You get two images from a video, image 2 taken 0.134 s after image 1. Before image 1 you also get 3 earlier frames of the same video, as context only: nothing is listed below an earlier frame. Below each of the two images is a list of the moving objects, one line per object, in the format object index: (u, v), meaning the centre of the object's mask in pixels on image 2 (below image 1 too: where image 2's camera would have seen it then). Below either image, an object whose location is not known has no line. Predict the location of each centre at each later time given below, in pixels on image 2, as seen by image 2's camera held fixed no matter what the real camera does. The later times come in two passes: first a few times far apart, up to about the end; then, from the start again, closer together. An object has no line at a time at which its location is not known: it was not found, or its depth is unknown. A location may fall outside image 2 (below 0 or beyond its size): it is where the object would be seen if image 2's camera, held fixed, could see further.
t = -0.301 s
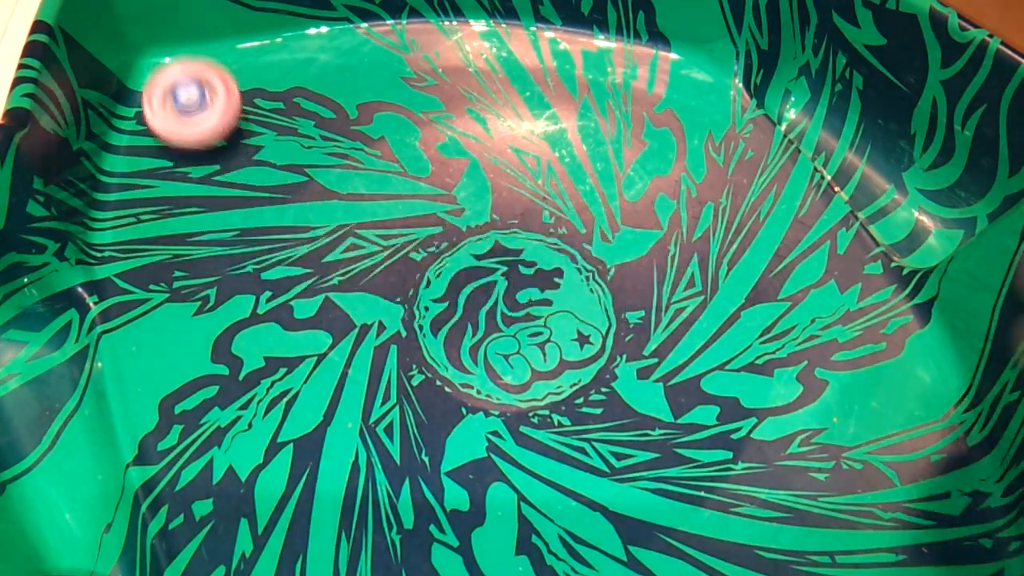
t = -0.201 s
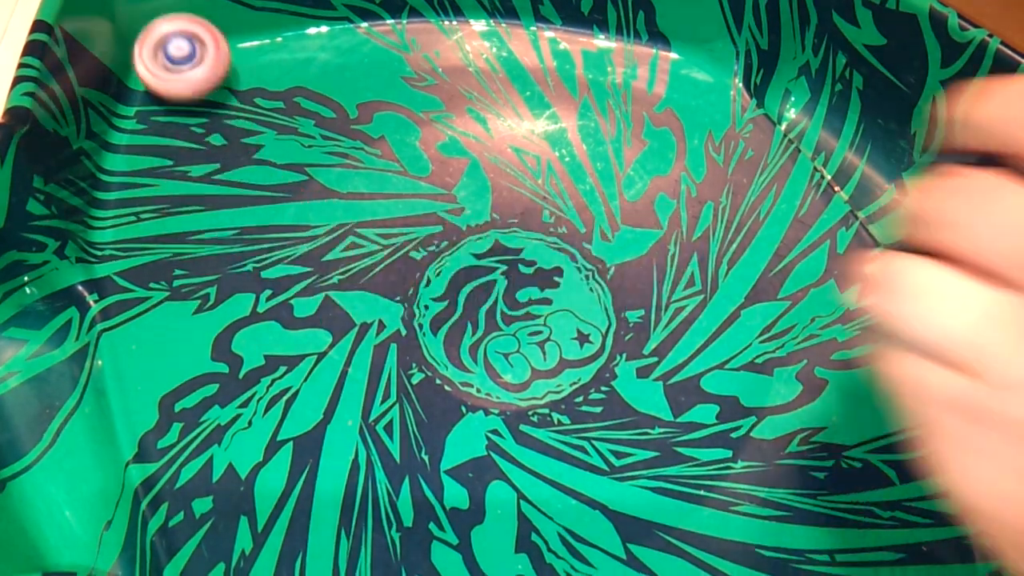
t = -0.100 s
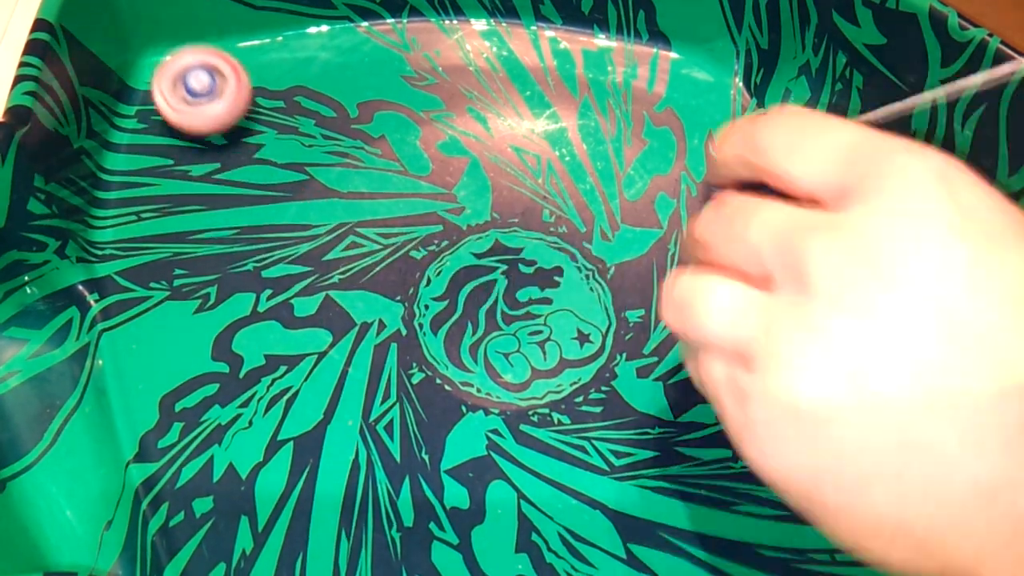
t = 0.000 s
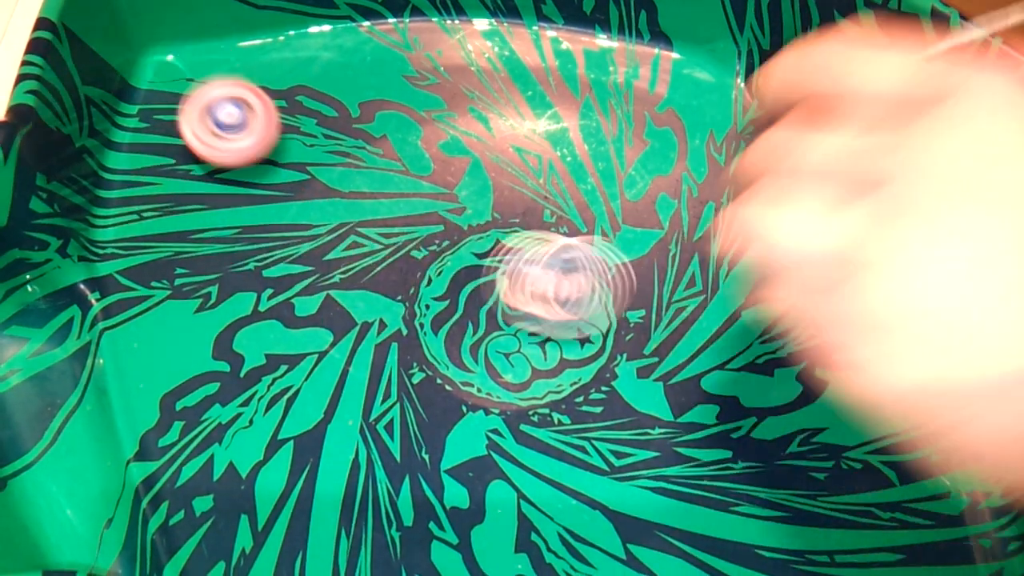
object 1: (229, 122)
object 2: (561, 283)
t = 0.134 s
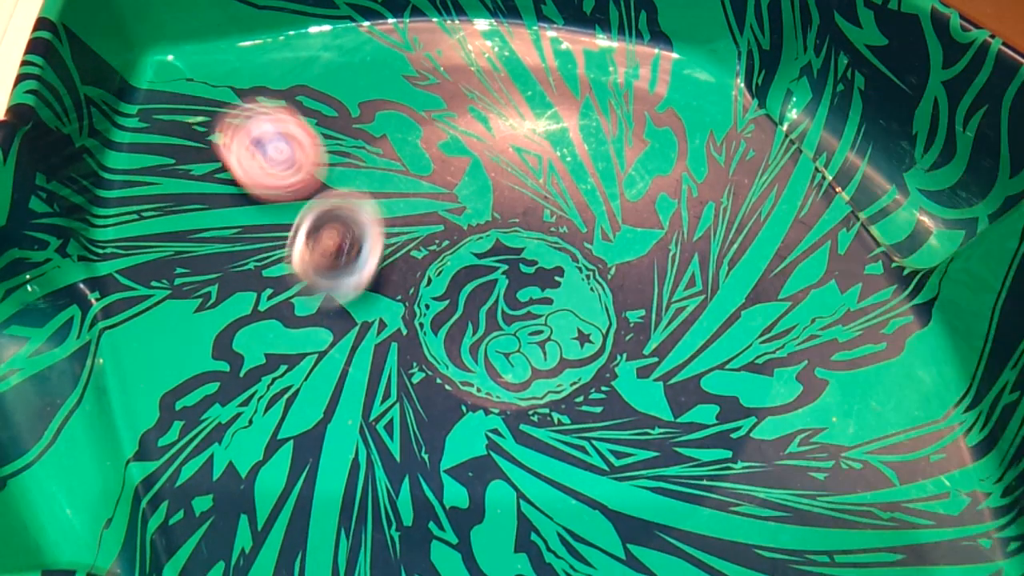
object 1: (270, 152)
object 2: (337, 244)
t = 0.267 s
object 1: (170, 69)
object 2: (338, 361)
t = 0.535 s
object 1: (227, 169)
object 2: (502, 351)
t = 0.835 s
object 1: (580, 283)
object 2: (573, 141)
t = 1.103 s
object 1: (774, 522)
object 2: (555, 44)
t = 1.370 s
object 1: (497, 535)
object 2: (523, 141)
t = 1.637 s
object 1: (293, 238)
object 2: (429, 323)
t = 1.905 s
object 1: (608, 89)
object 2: (315, 328)
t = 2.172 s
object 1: (783, 153)
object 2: (396, 151)
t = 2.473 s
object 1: (697, 269)
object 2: (324, 54)
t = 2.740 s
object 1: (559, 512)
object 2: (148, 182)
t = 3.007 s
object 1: (239, 327)
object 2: (337, 215)
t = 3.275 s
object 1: (353, 226)
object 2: (588, 172)
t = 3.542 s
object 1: (670, 212)
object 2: (574, 415)
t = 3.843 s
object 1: (712, 537)
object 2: (224, 517)
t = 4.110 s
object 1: (283, 471)
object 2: (288, 280)
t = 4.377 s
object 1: (347, 126)
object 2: (570, 239)
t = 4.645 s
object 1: (697, 73)
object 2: (743, 428)
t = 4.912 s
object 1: (896, 195)
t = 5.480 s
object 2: (508, 181)
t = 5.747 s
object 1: (338, 149)
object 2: (755, 179)
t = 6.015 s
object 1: (614, 112)
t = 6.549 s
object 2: (345, 157)
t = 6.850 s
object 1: (224, 272)
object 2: (517, 53)
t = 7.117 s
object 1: (442, 103)
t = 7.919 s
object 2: (285, 144)
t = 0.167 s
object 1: (239, 112)
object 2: (329, 275)
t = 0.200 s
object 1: (209, 78)
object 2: (327, 304)
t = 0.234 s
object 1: (182, 56)
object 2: (329, 335)
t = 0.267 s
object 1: (170, 69)
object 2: (338, 361)
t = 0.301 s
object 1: (165, 85)
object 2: (352, 380)
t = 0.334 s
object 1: (167, 102)
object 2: (369, 393)
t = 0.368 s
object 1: (170, 116)
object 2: (391, 400)
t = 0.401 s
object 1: (176, 129)
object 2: (413, 401)
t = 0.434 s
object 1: (185, 141)
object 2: (437, 395)
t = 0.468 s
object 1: (196, 153)
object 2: (459, 385)
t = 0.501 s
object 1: (210, 162)
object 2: (482, 370)
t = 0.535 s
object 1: (227, 169)
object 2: (502, 351)
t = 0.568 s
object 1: (249, 175)
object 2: (522, 331)
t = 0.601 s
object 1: (273, 181)
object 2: (538, 309)
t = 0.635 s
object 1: (304, 189)
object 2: (550, 288)
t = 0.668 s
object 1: (343, 198)
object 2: (561, 266)
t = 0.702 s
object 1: (388, 210)
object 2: (568, 244)
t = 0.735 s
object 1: (437, 225)
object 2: (574, 217)
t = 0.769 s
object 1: (487, 243)
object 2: (575, 192)
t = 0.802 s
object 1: (533, 261)
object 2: (575, 167)
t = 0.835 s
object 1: (580, 283)
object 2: (573, 141)
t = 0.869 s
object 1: (623, 306)
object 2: (571, 120)
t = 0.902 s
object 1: (663, 331)
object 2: (569, 101)
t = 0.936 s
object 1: (697, 359)
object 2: (568, 86)
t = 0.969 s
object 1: (727, 388)
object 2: (566, 72)
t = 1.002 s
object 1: (751, 420)
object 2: (564, 60)
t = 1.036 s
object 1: (763, 451)
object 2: (560, 51)
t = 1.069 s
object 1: (772, 489)
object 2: (558, 46)
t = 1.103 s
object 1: (774, 522)
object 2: (555, 44)
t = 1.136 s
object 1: (768, 543)
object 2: (552, 46)
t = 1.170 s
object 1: (756, 557)
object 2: (550, 50)
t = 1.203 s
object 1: (729, 569)
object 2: (546, 58)
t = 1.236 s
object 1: (686, 567)
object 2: (543, 69)
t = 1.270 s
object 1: (641, 562)
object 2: (539, 82)
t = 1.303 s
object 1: (595, 555)
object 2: (533, 99)
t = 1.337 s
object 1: (544, 547)
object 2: (528, 119)
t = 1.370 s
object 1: (497, 535)
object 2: (523, 141)
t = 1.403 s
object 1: (452, 518)
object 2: (515, 166)
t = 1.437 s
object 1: (407, 491)
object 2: (508, 189)
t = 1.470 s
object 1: (363, 457)
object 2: (497, 217)
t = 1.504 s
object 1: (324, 417)
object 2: (488, 243)
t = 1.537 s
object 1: (298, 372)
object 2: (475, 266)
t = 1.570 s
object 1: (285, 325)
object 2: (462, 287)
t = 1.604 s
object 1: (284, 281)
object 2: (446, 307)
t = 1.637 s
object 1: (293, 238)
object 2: (429, 323)
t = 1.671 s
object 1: (312, 201)
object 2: (409, 339)
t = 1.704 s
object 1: (339, 166)
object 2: (388, 350)
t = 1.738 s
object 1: (373, 137)
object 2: (369, 358)
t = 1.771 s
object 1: (412, 115)
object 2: (351, 361)
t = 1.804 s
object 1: (453, 100)
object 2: (336, 360)
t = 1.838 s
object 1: (502, 90)
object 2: (325, 354)
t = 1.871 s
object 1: (553, 87)
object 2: (317, 343)
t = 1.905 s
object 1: (608, 89)
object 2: (315, 328)
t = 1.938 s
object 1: (666, 98)
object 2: (318, 310)
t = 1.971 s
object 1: (718, 112)
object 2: (325, 289)
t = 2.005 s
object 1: (768, 131)
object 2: (336, 267)
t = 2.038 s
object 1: (832, 163)
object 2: (349, 244)
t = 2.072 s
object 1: (878, 201)
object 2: (362, 224)
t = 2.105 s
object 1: (889, 209)
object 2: (375, 199)
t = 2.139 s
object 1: (836, 173)
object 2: (382, 174)
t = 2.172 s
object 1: (783, 153)
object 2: (396, 151)
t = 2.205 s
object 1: (736, 140)
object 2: (412, 135)
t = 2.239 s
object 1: (692, 132)
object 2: (429, 120)
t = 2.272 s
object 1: (649, 127)
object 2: (445, 108)
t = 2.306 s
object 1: (604, 128)
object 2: (463, 99)
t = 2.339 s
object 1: (567, 134)
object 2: (475, 93)
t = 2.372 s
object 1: (593, 161)
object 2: (437, 66)
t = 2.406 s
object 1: (629, 198)
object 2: (395, 41)
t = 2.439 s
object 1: (664, 232)
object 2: (356, 37)
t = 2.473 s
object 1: (697, 269)
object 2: (324, 54)
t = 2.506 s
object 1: (721, 307)
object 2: (292, 73)
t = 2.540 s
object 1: (735, 347)
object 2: (260, 91)
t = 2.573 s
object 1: (736, 388)
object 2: (231, 109)
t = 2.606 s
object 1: (723, 426)
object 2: (205, 127)
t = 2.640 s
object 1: (698, 461)
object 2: (183, 141)
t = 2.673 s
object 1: (661, 488)
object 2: (162, 157)
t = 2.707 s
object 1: (614, 506)
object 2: (147, 170)
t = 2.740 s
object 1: (559, 512)
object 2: (148, 182)
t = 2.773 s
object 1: (500, 510)
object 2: (159, 193)
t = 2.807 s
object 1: (443, 496)
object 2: (173, 204)
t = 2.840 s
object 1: (391, 471)
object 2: (193, 215)
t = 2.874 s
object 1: (344, 437)
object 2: (216, 225)
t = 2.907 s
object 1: (304, 396)
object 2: (242, 234)
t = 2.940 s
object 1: (276, 352)
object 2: (271, 245)
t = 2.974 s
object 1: (254, 327)
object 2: (304, 237)
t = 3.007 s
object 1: (239, 327)
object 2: (337, 215)
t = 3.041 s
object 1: (231, 322)
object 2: (372, 194)
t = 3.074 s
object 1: (232, 314)
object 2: (408, 177)
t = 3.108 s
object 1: (239, 304)
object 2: (444, 161)
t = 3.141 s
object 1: (253, 291)
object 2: (477, 153)
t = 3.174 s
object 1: (274, 276)
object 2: (509, 149)
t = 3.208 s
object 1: (297, 261)
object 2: (538, 151)
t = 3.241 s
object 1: (324, 244)
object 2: (566, 158)
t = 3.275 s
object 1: (353, 226)
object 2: (588, 172)
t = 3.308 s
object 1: (386, 208)
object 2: (607, 191)
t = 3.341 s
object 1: (428, 192)
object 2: (622, 215)
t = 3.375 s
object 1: (468, 183)
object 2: (630, 243)
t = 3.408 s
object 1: (509, 176)
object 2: (631, 274)
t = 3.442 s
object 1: (548, 178)
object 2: (628, 306)
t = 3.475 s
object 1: (596, 185)
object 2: (618, 342)
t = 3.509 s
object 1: (634, 196)
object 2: (599, 379)
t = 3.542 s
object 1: (670, 212)
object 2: (574, 415)
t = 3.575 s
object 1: (705, 237)
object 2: (541, 447)
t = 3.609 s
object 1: (733, 266)
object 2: (503, 479)
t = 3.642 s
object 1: (755, 303)
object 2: (461, 504)
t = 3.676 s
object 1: (767, 344)
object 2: (417, 518)
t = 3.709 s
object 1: (772, 393)
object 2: (368, 527)
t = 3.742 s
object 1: (771, 441)
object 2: (321, 537)
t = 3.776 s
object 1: (760, 494)
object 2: (273, 541)
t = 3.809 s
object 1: (741, 519)
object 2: (233, 536)
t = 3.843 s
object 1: (712, 537)
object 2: (224, 517)
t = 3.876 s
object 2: (217, 493)
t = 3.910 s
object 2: (215, 459)
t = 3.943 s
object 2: (218, 424)
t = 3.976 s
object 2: (225, 390)
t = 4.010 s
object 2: (236, 360)
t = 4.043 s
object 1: (363, 534)
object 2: (249, 331)
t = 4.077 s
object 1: (320, 512)
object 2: (267, 304)
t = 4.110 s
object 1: (283, 471)
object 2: (288, 280)
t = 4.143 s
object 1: (257, 423)
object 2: (317, 260)
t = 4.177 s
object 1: (243, 372)
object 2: (351, 245)
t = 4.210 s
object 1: (241, 324)
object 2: (387, 235)
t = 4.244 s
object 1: (248, 276)
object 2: (423, 229)
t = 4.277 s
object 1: (263, 234)
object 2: (463, 227)
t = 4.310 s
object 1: (286, 193)
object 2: (498, 228)
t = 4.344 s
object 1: (313, 158)
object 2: (535, 232)
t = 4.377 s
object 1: (347, 126)
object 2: (570, 239)
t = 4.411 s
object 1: (381, 103)
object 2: (605, 250)
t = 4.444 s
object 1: (420, 82)
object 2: (634, 264)
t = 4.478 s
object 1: (461, 68)
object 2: (660, 281)
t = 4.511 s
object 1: (502, 59)
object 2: (684, 303)
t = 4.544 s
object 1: (554, 54)
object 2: (706, 331)
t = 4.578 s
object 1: (606, 56)
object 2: (723, 362)
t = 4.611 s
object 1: (651, 62)
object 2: (736, 396)
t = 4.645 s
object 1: (697, 73)
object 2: (743, 428)
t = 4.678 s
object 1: (739, 91)
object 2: (747, 465)
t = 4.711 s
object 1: (785, 114)
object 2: (751, 498)
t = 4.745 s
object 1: (823, 143)
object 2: (752, 517)
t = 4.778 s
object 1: (856, 174)
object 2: (749, 535)
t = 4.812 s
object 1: (886, 204)
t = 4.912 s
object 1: (896, 195)
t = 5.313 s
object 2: (411, 305)
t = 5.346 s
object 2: (424, 274)
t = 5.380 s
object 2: (440, 246)
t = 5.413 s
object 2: (460, 220)
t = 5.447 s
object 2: (481, 200)
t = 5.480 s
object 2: (508, 181)
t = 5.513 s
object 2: (532, 168)
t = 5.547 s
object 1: (291, 340)
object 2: (559, 158)
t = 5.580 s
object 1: (283, 307)
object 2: (593, 155)
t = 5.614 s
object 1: (280, 273)
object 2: (628, 153)
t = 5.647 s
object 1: (285, 239)
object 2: (660, 155)
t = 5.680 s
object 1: (296, 207)
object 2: (693, 161)
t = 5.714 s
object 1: (314, 176)
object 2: (725, 169)
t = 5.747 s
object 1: (338, 149)
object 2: (755, 179)
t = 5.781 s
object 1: (365, 126)
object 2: (785, 192)
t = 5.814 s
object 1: (394, 108)
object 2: (815, 207)
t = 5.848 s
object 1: (428, 95)
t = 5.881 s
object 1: (463, 89)
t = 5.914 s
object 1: (499, 86)
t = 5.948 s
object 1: (539, 90)
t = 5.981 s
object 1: (577, 99)
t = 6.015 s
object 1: (614, 112)
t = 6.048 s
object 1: (650, 131)
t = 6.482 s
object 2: (339, 215)
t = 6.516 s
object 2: (339, 185)
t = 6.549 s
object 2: (345, 157)
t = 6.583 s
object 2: (355, 130)
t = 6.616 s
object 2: (364, 106)
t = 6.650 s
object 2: (375, 84)
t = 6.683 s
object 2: (389, 64)
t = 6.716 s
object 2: (407, 47)
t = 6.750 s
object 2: (427, 36)
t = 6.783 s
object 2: (455, 34)
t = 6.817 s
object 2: (483, 42)
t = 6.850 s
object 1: (224, 272)
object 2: (517, 53)
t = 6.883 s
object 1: (238, 239)
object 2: (546, 66)
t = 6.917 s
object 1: (257, 206)
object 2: (575, 85)
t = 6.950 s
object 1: (279, 178)
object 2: (601, 106)
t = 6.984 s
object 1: (306, 155)
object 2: (623, 134)
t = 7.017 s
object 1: (337, 135)
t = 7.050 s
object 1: (371, 120)
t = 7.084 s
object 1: (404, 110)
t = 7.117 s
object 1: (442, 103)
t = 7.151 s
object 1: (480, 102)
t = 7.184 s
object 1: (523, 104)
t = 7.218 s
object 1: (562, 112)
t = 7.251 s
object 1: (603, 124)
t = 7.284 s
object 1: (640, 139)
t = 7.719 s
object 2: (180, 277)
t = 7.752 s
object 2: (184, 247)
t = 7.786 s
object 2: (194, 221)
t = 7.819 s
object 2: (209, 194)
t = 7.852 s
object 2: (230, 172)
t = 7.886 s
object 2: (256, 156)
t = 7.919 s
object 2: (285, 144)
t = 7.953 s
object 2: (319, 136)
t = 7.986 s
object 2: (351, 133)
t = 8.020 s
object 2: (387, 136)
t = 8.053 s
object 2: (421, 143)
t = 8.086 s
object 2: (457, 153)
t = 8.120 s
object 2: (493, 166)
